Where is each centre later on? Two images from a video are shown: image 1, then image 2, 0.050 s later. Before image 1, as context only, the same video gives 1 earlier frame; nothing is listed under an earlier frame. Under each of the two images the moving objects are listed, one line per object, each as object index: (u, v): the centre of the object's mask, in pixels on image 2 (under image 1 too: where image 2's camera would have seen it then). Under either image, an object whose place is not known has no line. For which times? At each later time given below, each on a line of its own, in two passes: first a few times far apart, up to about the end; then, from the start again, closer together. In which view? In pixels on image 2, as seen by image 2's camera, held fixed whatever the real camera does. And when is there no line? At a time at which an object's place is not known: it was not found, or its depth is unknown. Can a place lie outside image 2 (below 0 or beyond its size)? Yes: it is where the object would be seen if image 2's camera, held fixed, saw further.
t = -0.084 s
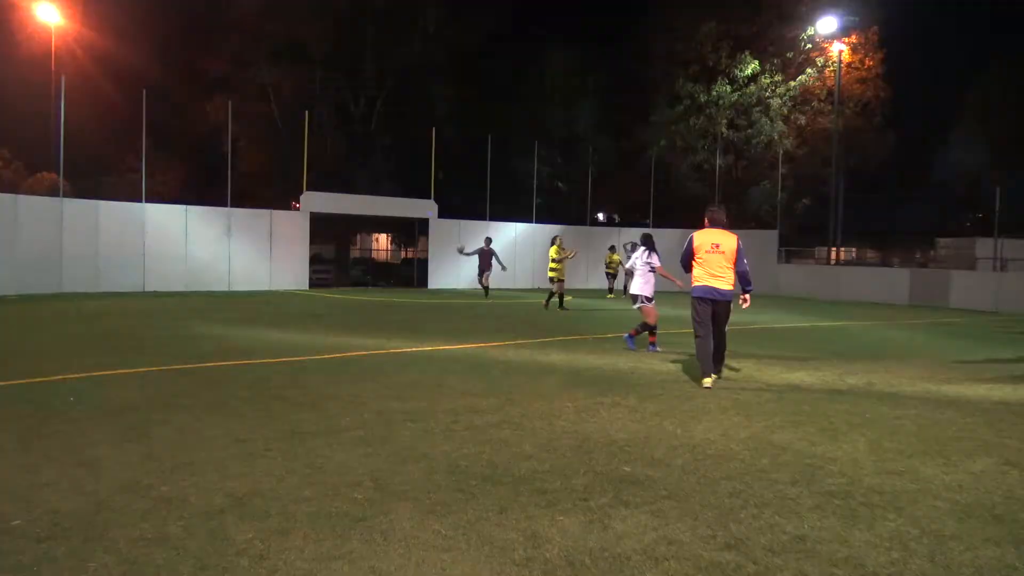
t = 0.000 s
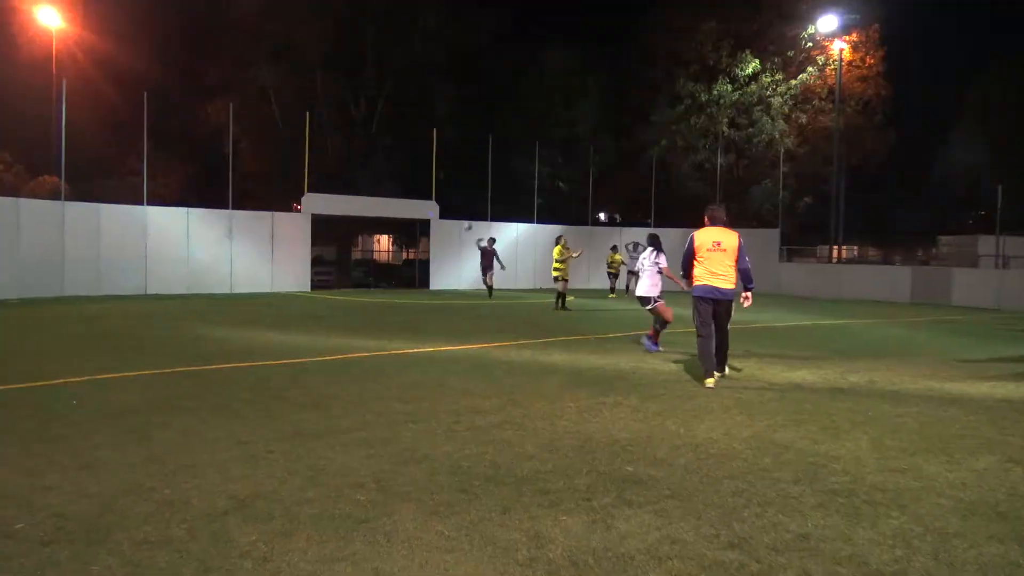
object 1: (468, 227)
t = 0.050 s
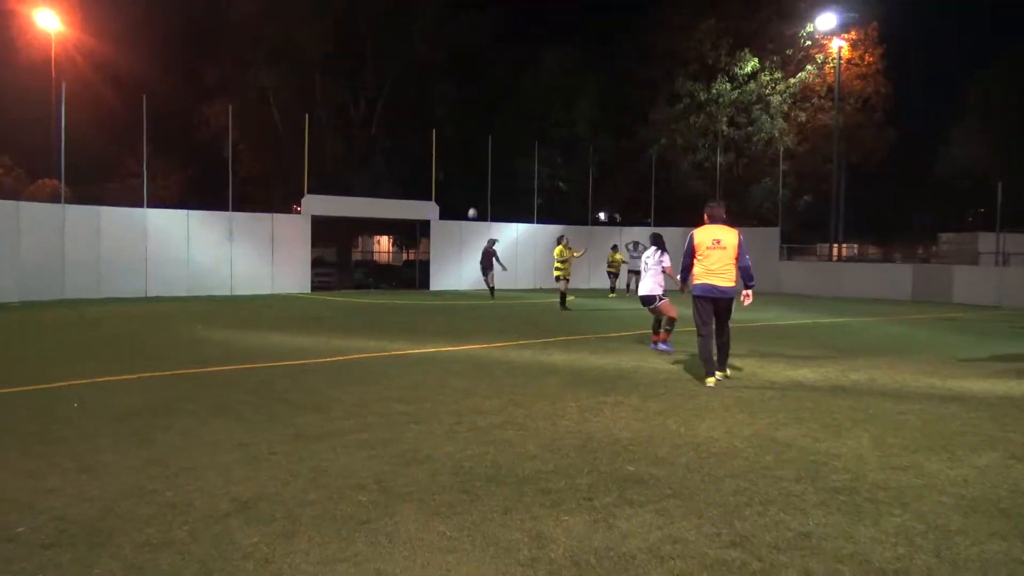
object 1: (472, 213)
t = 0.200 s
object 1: (486, 176)
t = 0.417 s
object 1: (509, 130)
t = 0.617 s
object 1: (533, 100)
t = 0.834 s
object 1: (565, 86)
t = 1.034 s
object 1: (602, 100)
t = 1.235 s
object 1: (654, 156)
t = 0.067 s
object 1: (474, 209)
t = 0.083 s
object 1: (475, 205)
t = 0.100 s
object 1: (477, 201)
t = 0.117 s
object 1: (479, 196)
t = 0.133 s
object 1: (480, 192)
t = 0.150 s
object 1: (482, 188)
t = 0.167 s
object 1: (483, 184)
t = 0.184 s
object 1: (484, 180)
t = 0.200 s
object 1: (486, 176)
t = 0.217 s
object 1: (488, 172)
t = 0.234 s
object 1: (490, 168)
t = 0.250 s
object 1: (491, 164)
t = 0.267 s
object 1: (493, 161)
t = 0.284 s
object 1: (495, 157)
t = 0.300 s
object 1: (496, 154)
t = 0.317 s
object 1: (498, 150)
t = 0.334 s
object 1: (500, 147)
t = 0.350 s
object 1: (502, 143)
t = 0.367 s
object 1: (503, 140)
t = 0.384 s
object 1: (505, 137)
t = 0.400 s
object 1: (507, 133)
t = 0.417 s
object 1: (509, 130)
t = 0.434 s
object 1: (511, 127)
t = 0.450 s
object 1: (512, 124)
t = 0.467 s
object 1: (514, 121)
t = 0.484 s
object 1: (516, 119)
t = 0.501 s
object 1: (518, 116)
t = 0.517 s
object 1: (520, 113)
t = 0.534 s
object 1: (522, 111)
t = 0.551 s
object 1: (524, 108)
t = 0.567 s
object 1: (526, 106)
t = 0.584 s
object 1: (529, 104)
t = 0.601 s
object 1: (531, 102)
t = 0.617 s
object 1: (533, 100)
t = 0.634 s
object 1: (535, 98)
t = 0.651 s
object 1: (538, 96)
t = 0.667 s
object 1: (540, 94)
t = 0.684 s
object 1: (542, 93)
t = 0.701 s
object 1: (545, 92)
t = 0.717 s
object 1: (547, 90)
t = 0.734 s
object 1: (550, 89)
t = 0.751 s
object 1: (552, 88)
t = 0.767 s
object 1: (555, 87)
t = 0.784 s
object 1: (557, 87)
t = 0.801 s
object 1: (559, 87)
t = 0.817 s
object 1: (562, 86)
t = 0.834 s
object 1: (565, 86)
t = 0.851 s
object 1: (567, 86)
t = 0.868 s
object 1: (570, 86)
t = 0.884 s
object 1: (573, 87)
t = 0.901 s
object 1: (576, 87)
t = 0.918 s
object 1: (579, 88)
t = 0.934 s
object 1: (582, 89)
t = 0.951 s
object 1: (585, 90)
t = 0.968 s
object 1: (589, 92)
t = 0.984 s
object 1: (592, 93)
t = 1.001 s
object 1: (595, 95)
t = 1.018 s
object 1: (599, 97)
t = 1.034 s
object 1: (602, 100)
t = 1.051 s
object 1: (606, 103)
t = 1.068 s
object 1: (610, 106)
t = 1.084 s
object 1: (613, 110)
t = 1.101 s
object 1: (618, 113)
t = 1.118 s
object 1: (621, 117)
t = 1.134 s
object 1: (625, 121)
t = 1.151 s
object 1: (630, 126)
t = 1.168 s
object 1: (634, 131)
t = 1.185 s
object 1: (639, 136)
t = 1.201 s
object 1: (644, 142)
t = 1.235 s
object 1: (654, 156)
